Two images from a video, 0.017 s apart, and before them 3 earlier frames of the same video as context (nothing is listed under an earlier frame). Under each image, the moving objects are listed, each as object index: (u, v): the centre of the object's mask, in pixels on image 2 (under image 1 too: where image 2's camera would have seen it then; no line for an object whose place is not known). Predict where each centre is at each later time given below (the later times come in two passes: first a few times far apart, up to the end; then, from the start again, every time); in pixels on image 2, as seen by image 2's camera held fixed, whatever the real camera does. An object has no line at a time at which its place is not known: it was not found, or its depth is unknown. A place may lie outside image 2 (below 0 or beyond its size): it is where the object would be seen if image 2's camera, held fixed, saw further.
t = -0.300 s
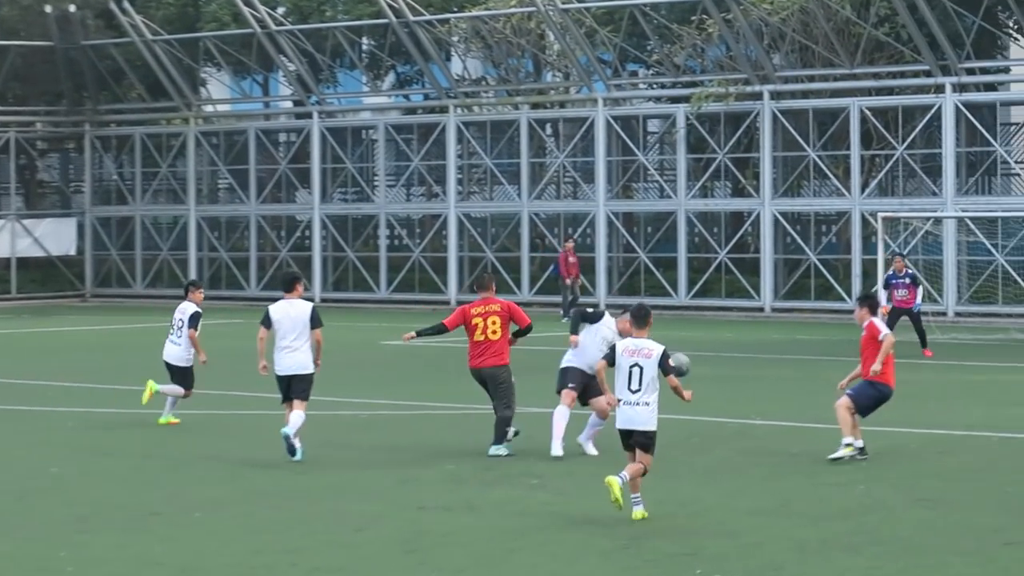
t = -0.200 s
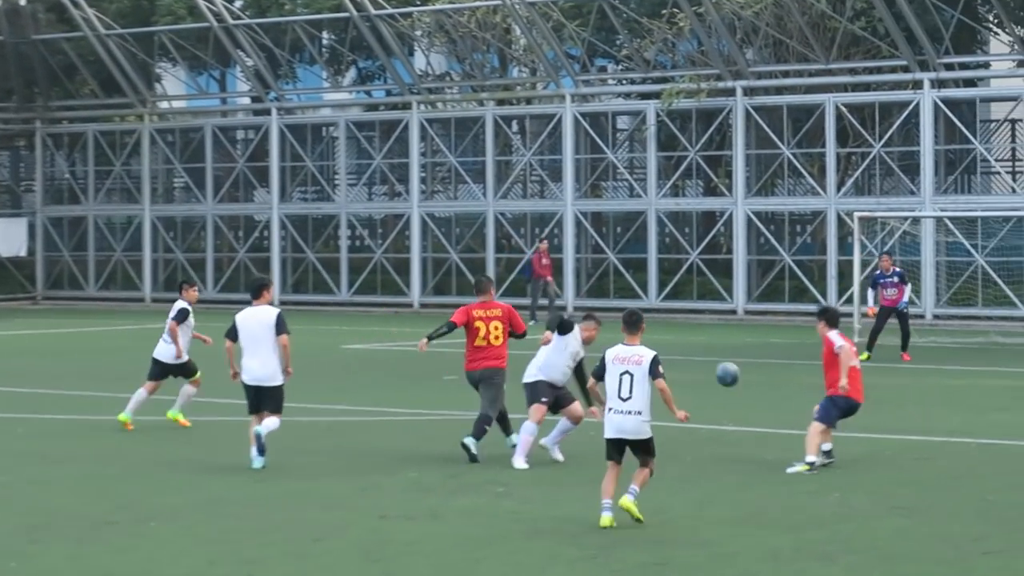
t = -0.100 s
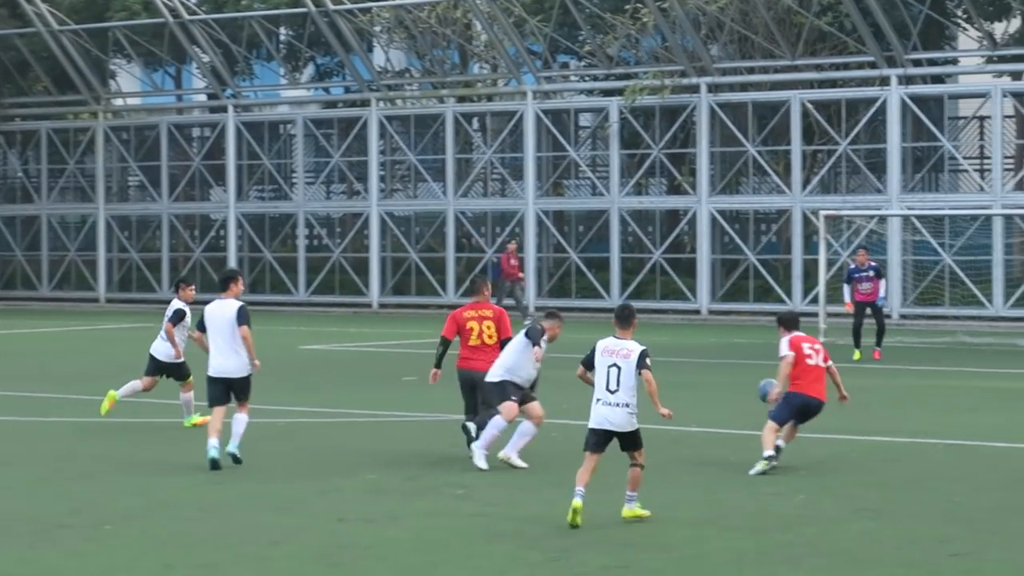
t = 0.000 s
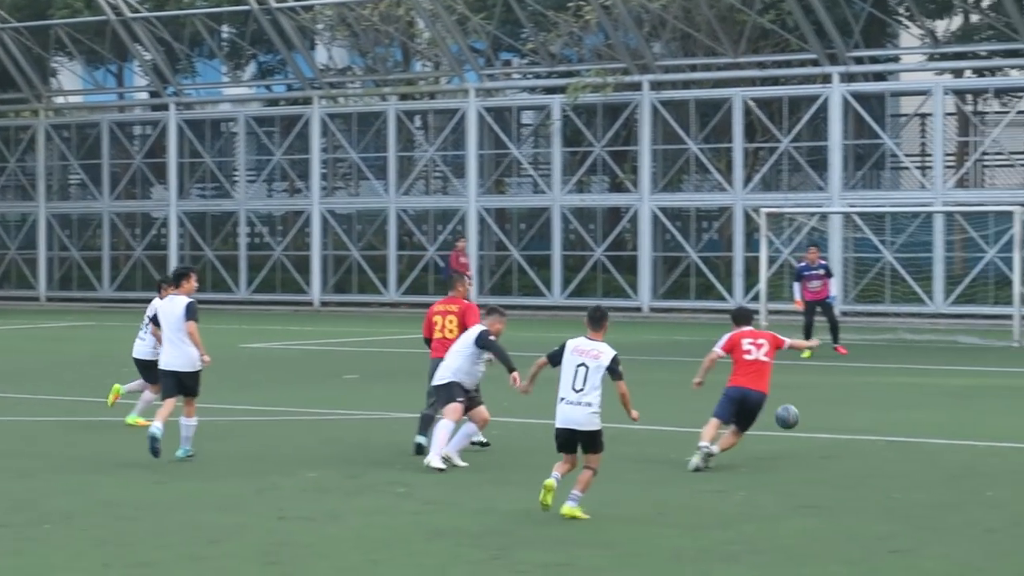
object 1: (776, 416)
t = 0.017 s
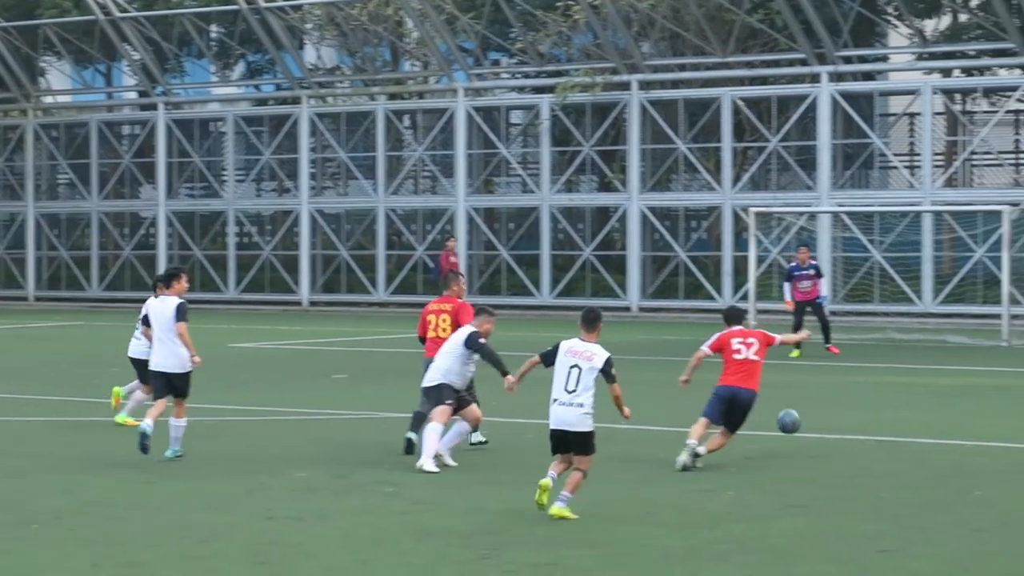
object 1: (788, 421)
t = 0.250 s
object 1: (939, 399)
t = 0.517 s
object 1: (1103, 400)
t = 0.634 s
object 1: (1178, 427)
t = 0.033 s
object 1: (802, 427)
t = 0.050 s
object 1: (813, 434)
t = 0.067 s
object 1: (826, 441)
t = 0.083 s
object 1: (836, 441)
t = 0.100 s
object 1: (846, 435)
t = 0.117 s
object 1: (857, 430)
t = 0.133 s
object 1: (867, 424)
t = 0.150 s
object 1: (878, 420)
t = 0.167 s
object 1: (888, 416)
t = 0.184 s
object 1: (899, 412)
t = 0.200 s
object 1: (908, 408)
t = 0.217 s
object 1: (918, 405)
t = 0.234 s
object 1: (929, 402)
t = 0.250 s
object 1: (939, 399)
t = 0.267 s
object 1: (949, 396)
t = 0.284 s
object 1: (960, 394)
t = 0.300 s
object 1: (969, 393)
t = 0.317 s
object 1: (979, 392)
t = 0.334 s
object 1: (989, 390)
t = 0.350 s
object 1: (998, 390)
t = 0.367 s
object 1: (1009, 389)
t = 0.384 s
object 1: (1019, 389)
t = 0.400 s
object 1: (1030, 389)
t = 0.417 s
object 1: (1040, 390)
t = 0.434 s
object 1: (1050, 391)
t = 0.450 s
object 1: (1061, 392)
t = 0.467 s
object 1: (1071, 394)
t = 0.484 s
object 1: (1082, 395)
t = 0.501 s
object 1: (1093, 397)
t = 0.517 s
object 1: (1103, 400)
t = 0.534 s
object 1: (1114, 403)
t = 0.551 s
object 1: (1125, 406)
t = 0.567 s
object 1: (1135, 410)
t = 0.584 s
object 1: (1146, 414)
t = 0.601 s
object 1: (1156, 418)
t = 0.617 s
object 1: (1168, 422)
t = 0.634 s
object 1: (1178, 427)
